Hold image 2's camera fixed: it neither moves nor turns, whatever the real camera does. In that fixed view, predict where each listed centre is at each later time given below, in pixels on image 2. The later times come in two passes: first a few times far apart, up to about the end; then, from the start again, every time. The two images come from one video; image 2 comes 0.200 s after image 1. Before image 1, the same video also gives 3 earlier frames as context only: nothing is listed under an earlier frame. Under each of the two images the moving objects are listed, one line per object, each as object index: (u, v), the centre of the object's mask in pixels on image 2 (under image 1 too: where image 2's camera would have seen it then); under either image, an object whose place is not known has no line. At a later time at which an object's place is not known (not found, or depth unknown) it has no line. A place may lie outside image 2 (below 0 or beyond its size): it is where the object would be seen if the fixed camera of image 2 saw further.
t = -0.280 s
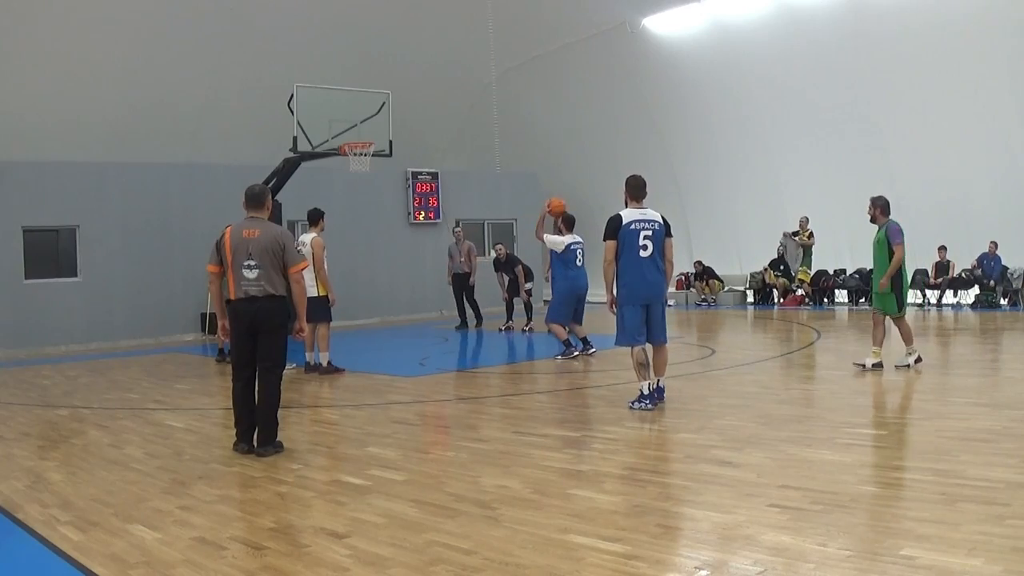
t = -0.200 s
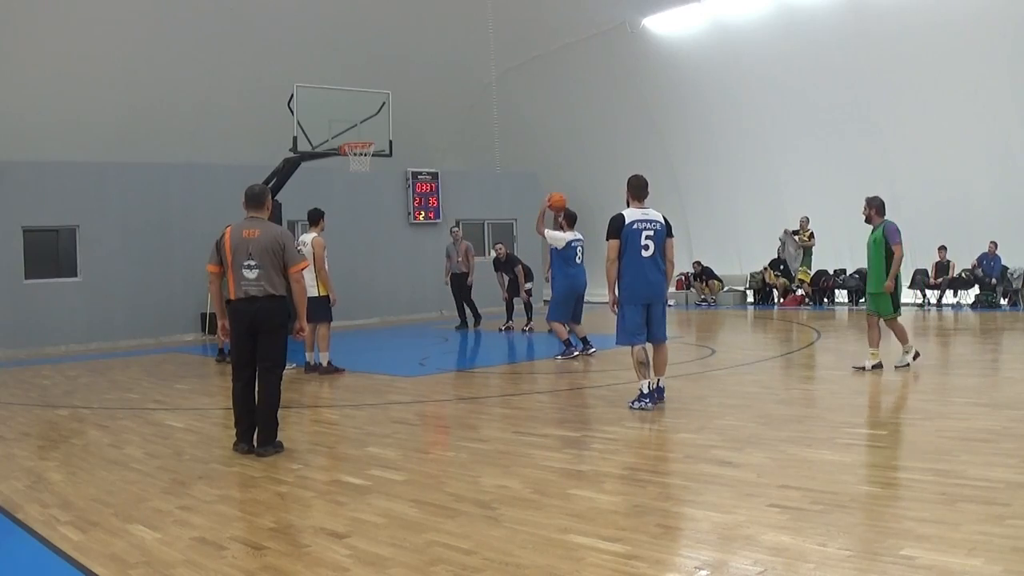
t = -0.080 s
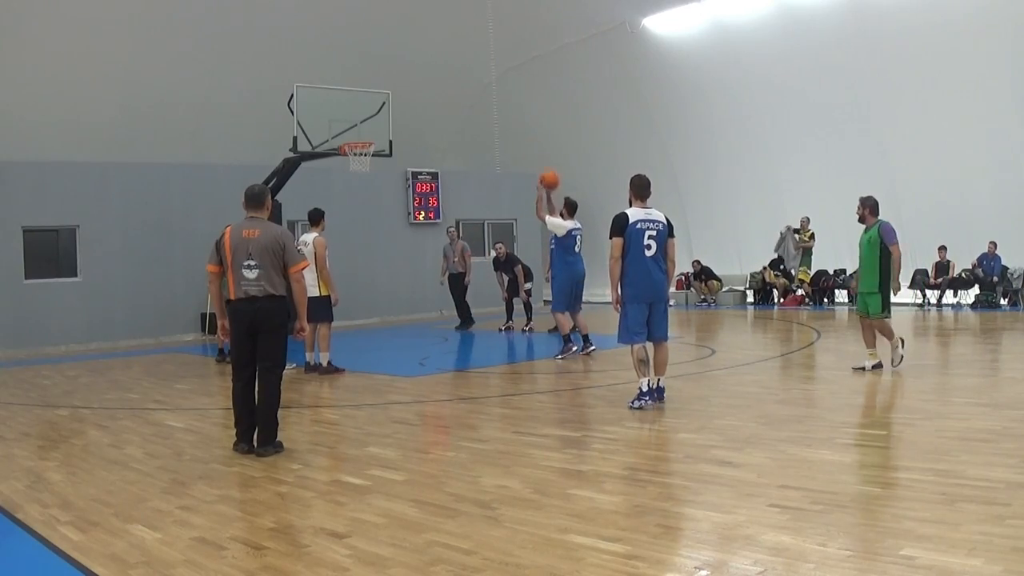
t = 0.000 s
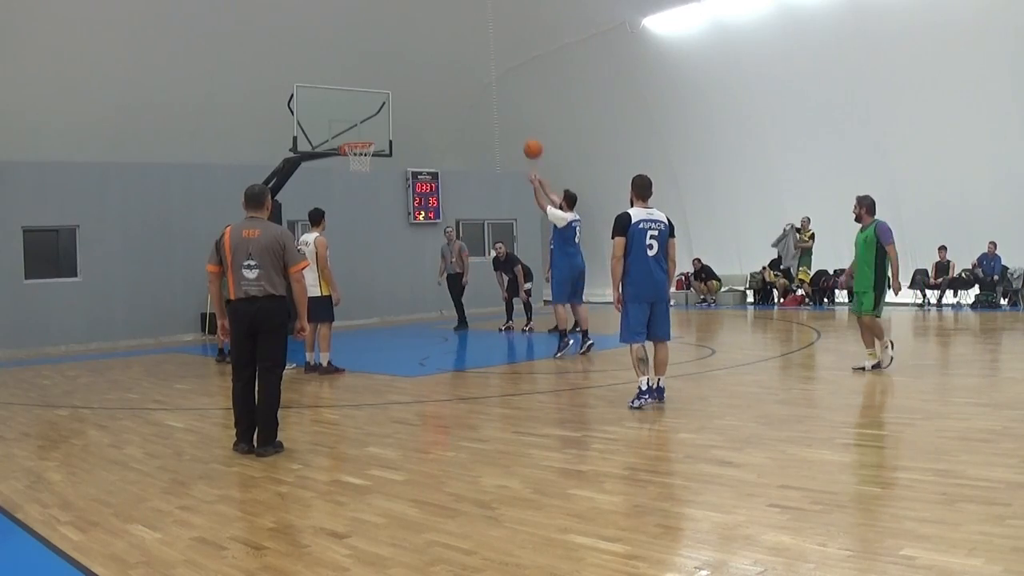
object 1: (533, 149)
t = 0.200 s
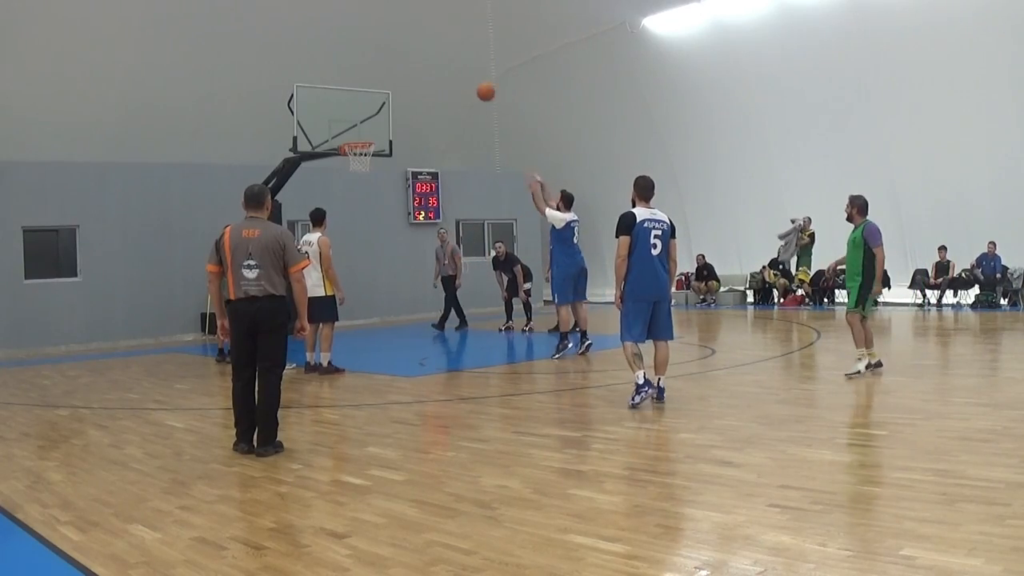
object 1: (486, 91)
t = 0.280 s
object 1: (469, 78)
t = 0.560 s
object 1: (416, 68)
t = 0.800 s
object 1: (377, 100)
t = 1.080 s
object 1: (373, 159)
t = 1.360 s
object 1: (377, 163)
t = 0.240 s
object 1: (477, 84)
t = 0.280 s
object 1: (469, 78)
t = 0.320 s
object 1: (461, 73)
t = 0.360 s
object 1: (453, 71)
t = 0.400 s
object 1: (445, 67)
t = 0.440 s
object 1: (438, 66)
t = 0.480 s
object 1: (430, 66)
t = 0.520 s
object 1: (423, 67)
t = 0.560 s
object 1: (416, 68)
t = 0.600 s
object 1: (409, 72)
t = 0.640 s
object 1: (403, 75)
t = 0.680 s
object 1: (396, 80)
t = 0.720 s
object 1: (390, 85)
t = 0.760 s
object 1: (383, 92)
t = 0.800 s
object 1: (377, 100)
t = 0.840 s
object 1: (371, 108)
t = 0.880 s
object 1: (365, 117)
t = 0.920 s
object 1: (360, 128)
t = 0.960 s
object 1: (353, 137)
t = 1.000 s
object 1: (357, 149)
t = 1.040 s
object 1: (366, 157)
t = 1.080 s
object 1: (373, 159)
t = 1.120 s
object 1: (375, 158)
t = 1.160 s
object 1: (376, 154)
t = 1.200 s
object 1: (376, 156)
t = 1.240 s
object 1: (377, 156)
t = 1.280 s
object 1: (377, 157)
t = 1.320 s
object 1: (377, 159)
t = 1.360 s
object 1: (377, 163)
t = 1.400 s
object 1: (378, 166)
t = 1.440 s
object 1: (378, 173)
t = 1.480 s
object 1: (379, 179)
